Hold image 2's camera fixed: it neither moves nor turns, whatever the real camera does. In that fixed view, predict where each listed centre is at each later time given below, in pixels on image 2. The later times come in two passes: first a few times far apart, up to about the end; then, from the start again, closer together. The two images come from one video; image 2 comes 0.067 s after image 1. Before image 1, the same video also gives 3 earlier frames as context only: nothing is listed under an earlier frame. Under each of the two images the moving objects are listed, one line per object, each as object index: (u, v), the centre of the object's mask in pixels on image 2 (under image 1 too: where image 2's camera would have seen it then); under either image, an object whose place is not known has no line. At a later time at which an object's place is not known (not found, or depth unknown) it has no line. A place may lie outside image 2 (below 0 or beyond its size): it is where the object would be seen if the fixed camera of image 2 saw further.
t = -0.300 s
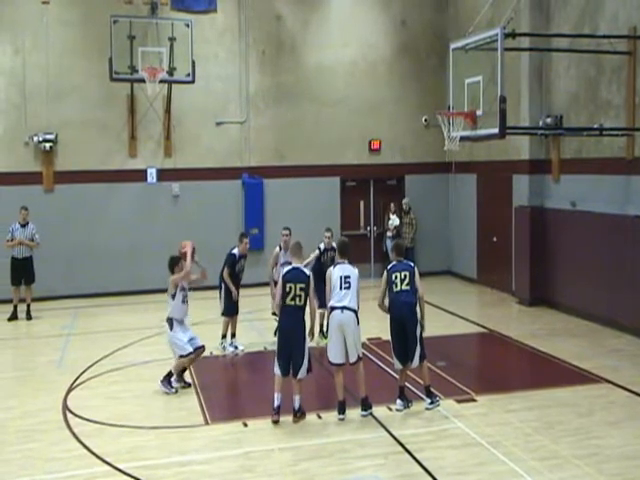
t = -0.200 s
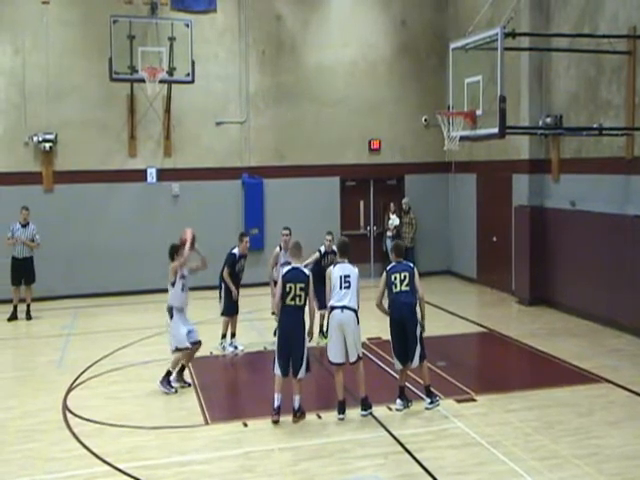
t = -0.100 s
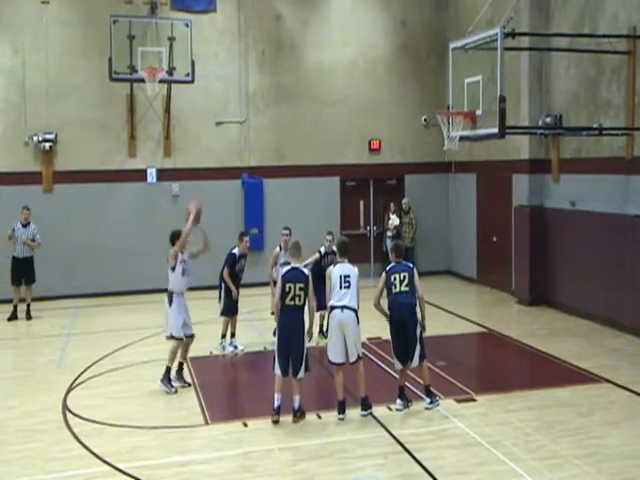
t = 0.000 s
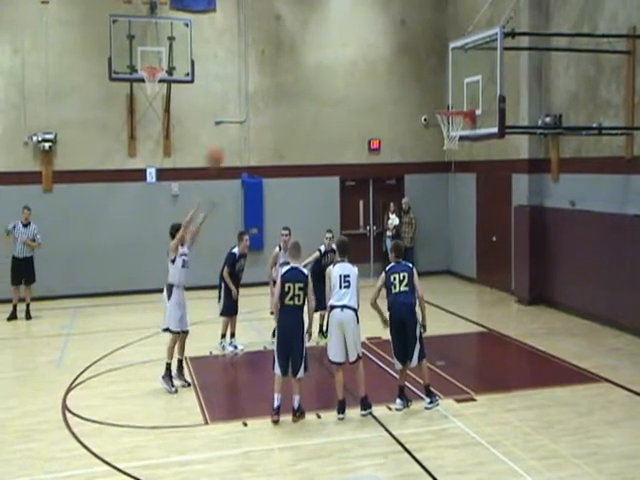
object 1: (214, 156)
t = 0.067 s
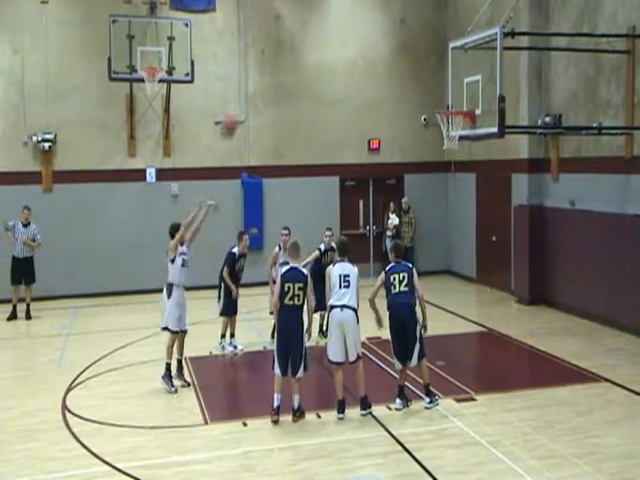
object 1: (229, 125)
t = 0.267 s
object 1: (274, 51)
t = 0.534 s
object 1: (331, 11)
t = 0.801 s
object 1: (386, 32)
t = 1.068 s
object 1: (437, 101)
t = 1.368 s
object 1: (457, 102)
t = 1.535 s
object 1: (445, 108)
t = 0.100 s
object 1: (238, 110)
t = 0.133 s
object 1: (244, 97)
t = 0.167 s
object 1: (251, 84)
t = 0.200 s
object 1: (260, 72)
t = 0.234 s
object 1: (266, 61)
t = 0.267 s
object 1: (274, 51)
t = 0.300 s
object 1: (280, 43)
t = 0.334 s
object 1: (289, 37)
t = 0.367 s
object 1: (295, 30)
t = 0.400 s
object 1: (303, 24)
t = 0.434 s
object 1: (310, 18)
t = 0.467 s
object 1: (317, 15)
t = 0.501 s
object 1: (324, 13)
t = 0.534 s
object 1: (331, 11)
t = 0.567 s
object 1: (338, 10)
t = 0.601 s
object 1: (345, 10)
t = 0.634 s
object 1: (352, 12)
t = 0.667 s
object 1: (359, 14)
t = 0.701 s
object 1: (366, 17)
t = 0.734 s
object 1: (372, 21)
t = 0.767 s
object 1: (379, 25)
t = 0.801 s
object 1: (386, 32)
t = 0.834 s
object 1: (392, 39)
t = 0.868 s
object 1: (399, 43)
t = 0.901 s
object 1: (407, 53)
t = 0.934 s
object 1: (413, 63)
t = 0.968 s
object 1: (420, 73)
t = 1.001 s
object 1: (426, 81)
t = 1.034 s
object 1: (434, 95)
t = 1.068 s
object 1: (437, 101)
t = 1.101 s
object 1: (440, 100)
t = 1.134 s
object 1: (443, 98)
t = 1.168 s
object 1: (448, 98)
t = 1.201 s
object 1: (452, 97)
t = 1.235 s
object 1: (456, 98)
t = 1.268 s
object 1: (459, 98)
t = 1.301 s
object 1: (463, 100)
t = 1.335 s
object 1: (460, 100)
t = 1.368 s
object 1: (457, 102)
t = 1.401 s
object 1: (454, 103)
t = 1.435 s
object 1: (453, 103)
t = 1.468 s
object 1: (448, 105)
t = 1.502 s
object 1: (445, 107)
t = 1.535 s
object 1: (445, 108)
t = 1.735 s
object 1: (447, 146)
